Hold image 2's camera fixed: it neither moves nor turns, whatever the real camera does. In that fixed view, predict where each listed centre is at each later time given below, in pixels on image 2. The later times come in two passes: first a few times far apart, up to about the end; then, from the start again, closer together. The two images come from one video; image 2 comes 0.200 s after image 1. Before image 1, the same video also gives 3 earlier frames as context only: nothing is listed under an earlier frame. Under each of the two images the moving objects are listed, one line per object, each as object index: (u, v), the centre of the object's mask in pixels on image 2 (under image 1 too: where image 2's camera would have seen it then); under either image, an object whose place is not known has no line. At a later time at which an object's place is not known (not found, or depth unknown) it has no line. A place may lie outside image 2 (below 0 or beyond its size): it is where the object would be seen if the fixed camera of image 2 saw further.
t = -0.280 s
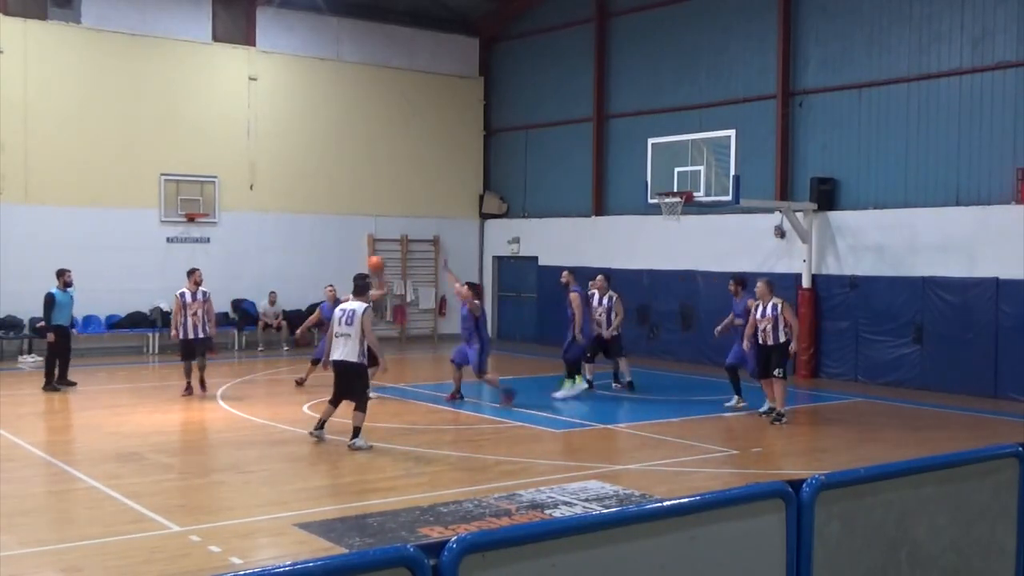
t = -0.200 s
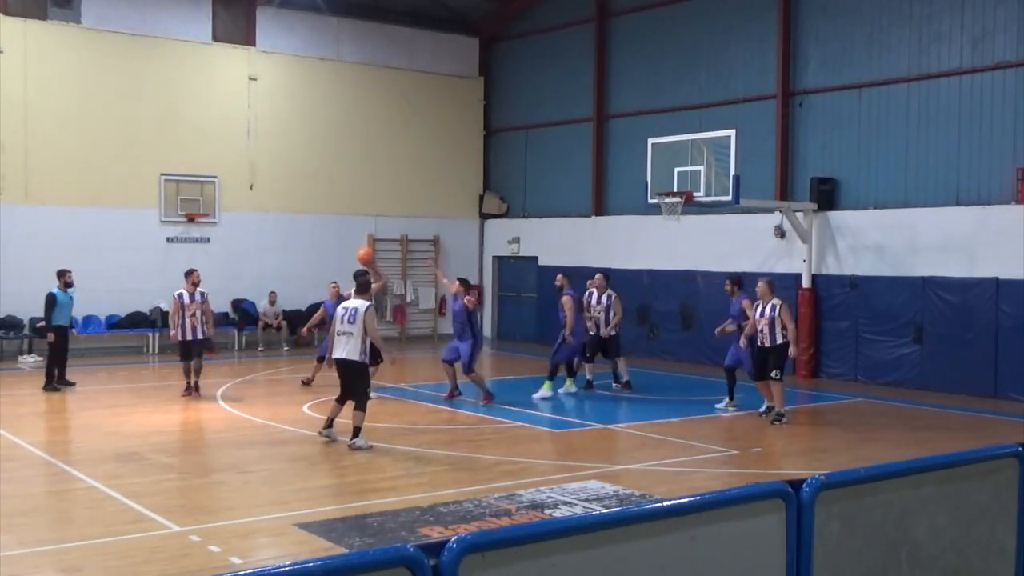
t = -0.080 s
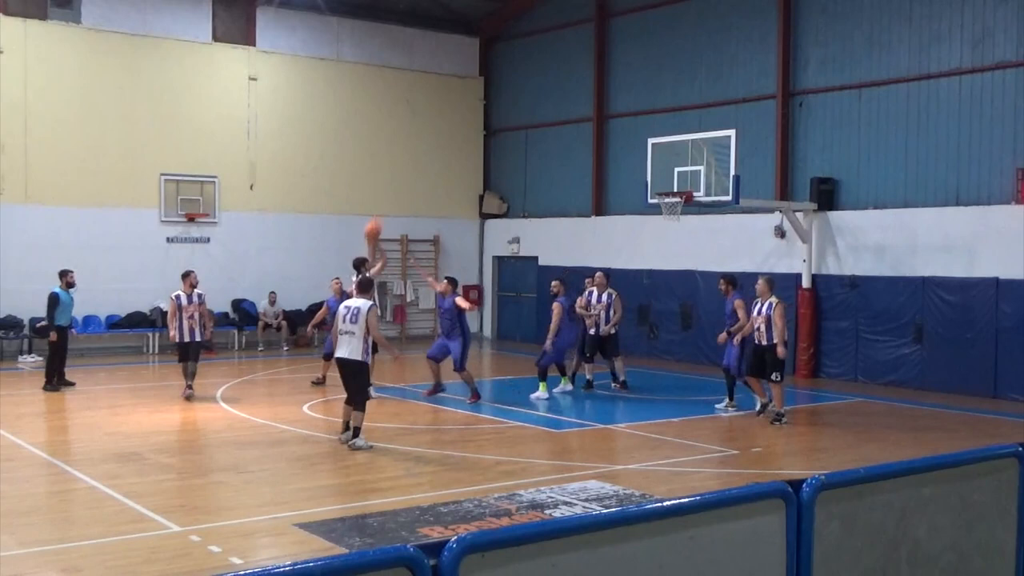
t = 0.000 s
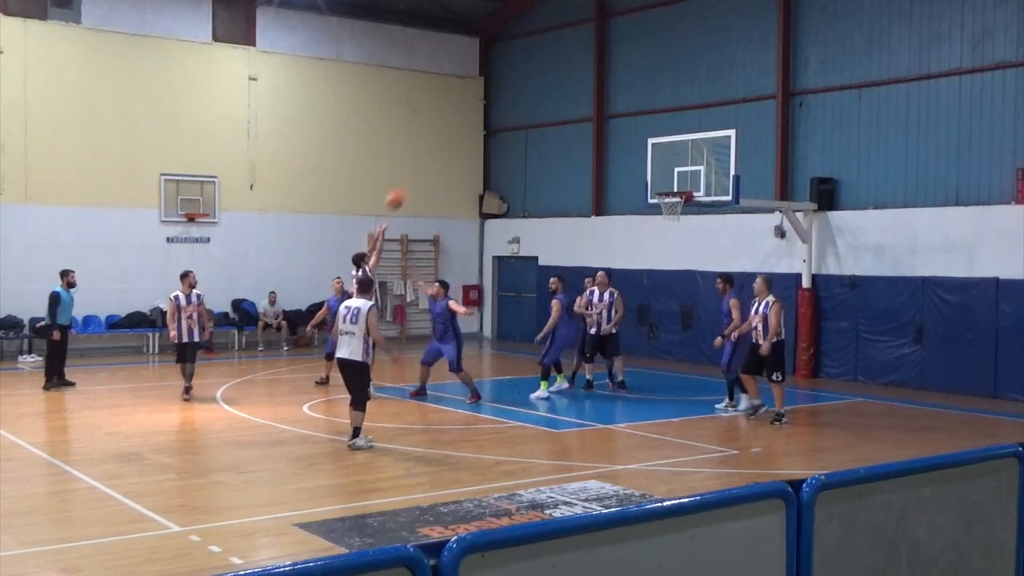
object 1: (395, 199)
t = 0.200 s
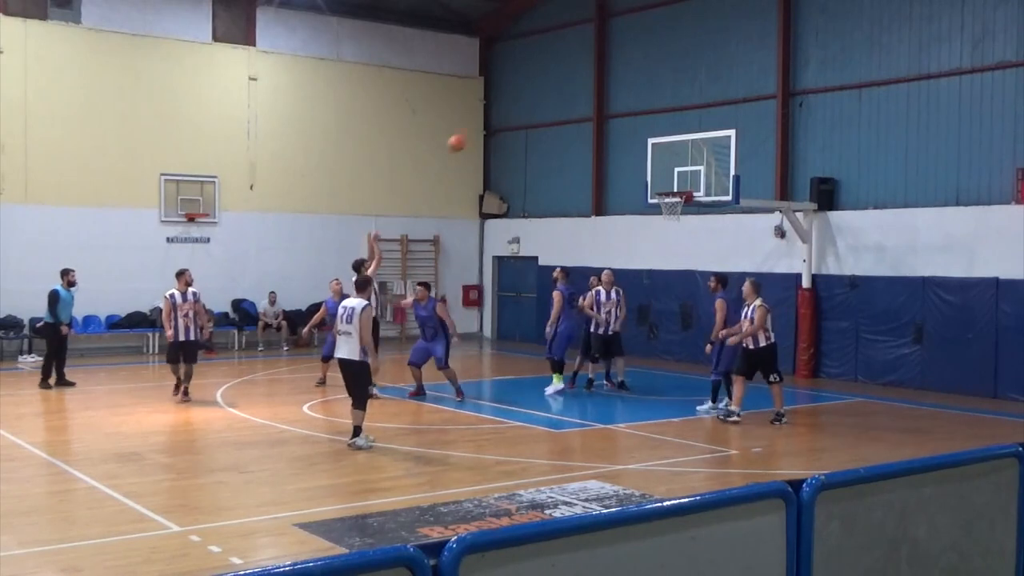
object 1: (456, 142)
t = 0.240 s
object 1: (468, 134)
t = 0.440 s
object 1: (525, 112)
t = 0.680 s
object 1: (589, 120)
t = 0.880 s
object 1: (639, 154)
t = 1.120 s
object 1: (678, 162)
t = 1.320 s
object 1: (670, 140)
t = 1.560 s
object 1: (661, 146)
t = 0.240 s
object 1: (468, 134)
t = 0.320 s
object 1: (492, 123)
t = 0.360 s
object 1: (502, 118)
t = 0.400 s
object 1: (514, 114)
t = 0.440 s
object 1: (525, 112)
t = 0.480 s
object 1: (536, 111)
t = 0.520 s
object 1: (547, 110)
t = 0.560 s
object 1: (558, 111)
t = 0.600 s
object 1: (568, 113)
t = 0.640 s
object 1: (579, 115)
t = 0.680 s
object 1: (589, 120)
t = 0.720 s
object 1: (599, 125)
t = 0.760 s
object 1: (609, 131)
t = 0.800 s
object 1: (619, 137)
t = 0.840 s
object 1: (629, 145)
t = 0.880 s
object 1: (639, 154)
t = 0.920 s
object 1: (648, 163)
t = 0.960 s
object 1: (658, 174)
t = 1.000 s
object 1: (666, 184)
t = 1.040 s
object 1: (671, 179)
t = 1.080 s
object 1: (675, 169)
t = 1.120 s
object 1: (678, 162)
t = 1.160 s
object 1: (676, 156)
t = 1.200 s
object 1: (675, 150)
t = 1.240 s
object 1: (673, 147)
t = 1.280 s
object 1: (672, 142)
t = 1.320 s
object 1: (670, 140)
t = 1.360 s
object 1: (669, 138)
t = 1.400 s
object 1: (667, 138)
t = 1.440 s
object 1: (666, 138)
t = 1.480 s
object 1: (665, 140)
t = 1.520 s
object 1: (663, 143)
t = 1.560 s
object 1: (661, 146)
